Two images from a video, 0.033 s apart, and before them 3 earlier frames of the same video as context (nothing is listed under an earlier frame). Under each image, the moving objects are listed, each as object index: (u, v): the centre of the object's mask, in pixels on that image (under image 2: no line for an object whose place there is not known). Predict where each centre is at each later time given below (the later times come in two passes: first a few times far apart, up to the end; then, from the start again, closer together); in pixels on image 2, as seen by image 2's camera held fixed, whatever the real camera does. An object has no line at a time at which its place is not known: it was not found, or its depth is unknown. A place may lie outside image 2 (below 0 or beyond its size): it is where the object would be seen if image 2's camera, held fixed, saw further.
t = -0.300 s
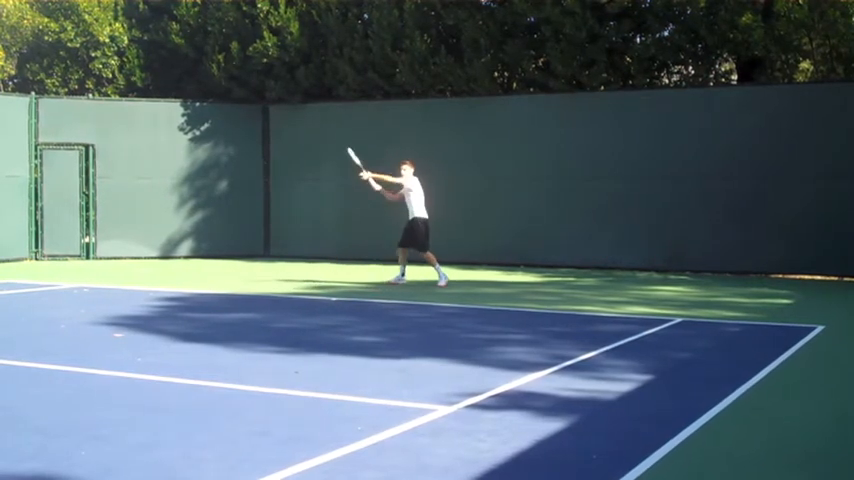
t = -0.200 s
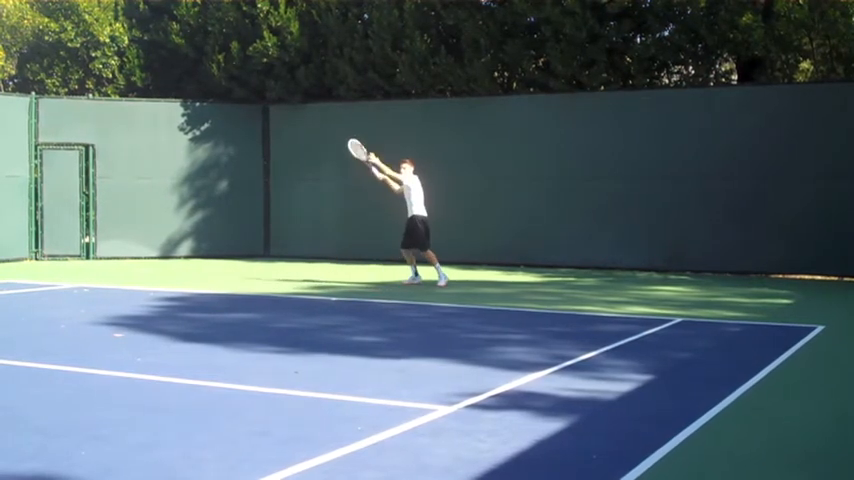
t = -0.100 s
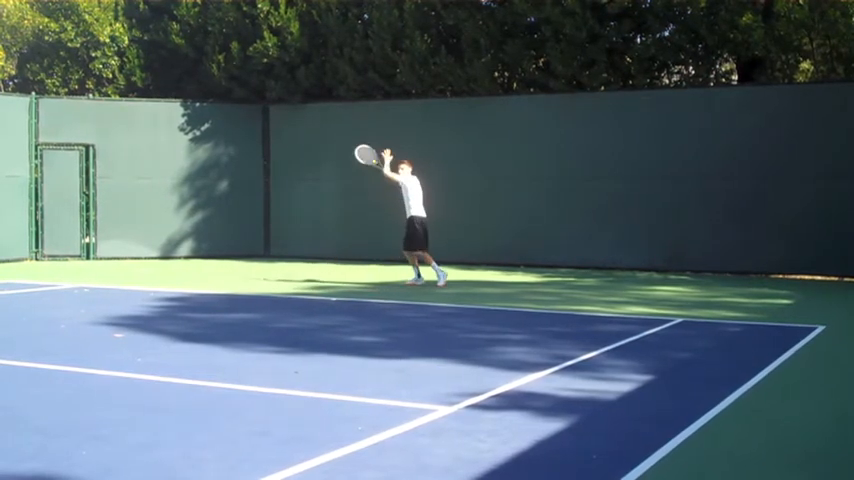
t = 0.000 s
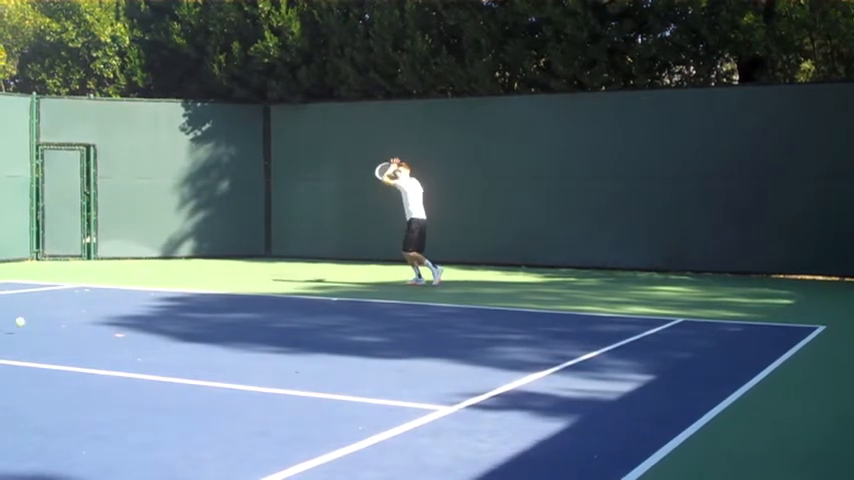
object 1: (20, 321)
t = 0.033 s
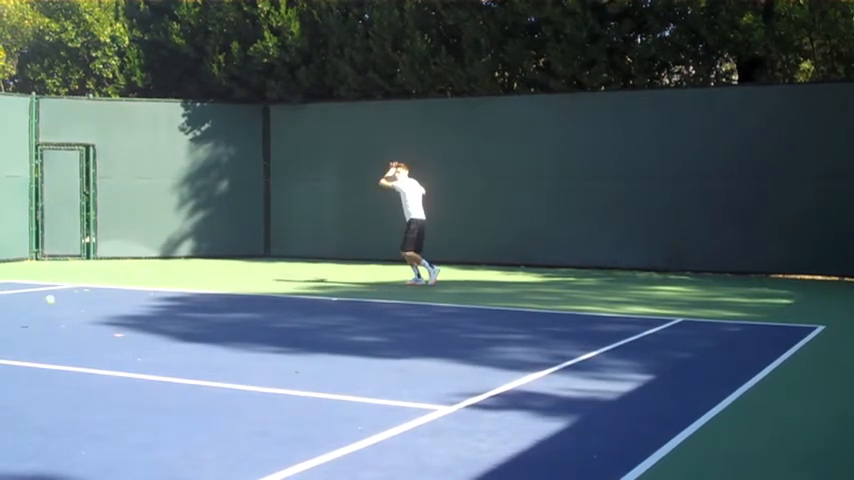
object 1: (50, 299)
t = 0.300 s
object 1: (232, 207)
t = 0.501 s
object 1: (319, 201)
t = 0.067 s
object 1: (77, 280)
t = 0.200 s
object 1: (175, 227)
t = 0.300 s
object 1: (232, 207)
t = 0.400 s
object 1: (279, 200)
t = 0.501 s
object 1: (319, 201)
